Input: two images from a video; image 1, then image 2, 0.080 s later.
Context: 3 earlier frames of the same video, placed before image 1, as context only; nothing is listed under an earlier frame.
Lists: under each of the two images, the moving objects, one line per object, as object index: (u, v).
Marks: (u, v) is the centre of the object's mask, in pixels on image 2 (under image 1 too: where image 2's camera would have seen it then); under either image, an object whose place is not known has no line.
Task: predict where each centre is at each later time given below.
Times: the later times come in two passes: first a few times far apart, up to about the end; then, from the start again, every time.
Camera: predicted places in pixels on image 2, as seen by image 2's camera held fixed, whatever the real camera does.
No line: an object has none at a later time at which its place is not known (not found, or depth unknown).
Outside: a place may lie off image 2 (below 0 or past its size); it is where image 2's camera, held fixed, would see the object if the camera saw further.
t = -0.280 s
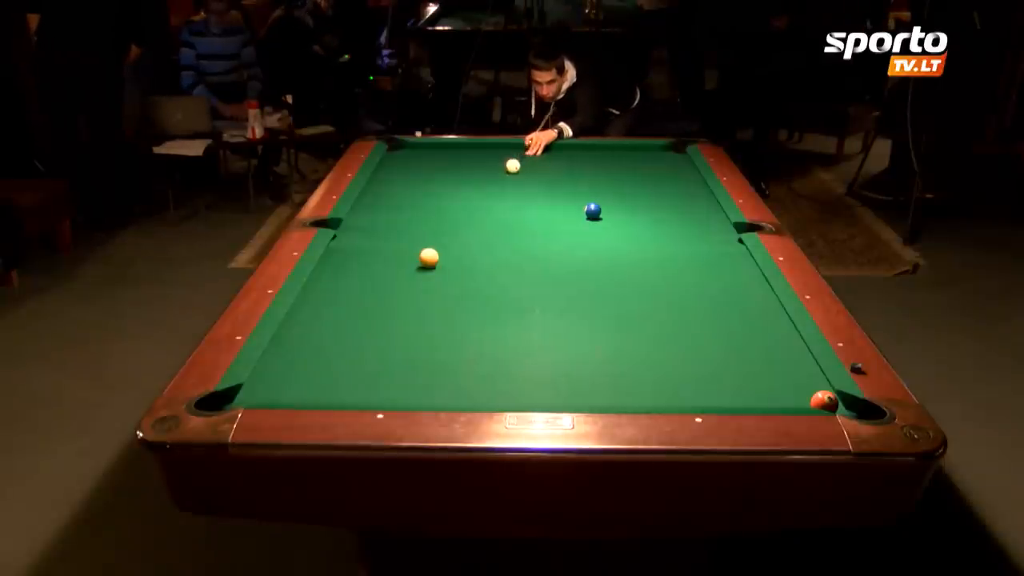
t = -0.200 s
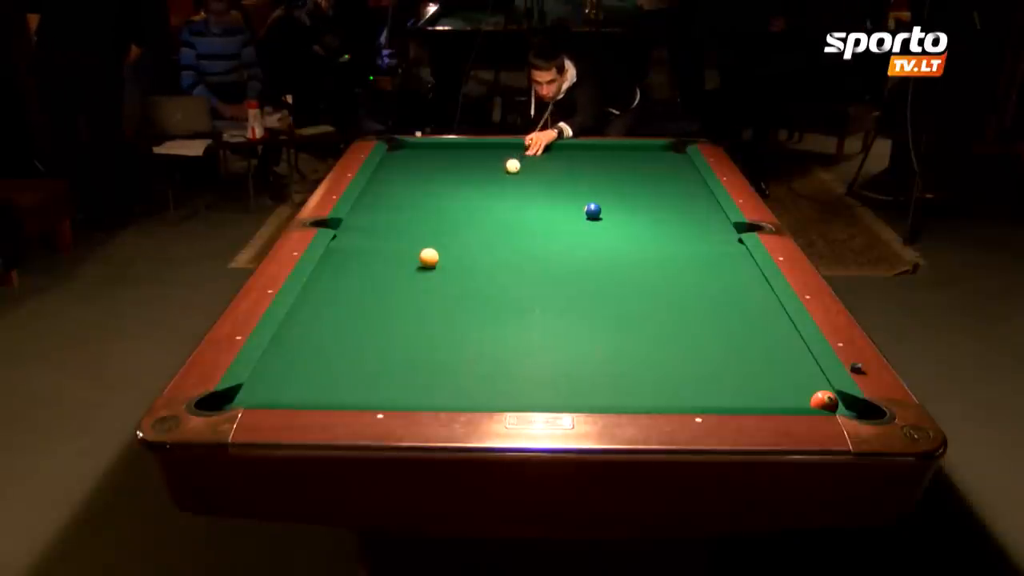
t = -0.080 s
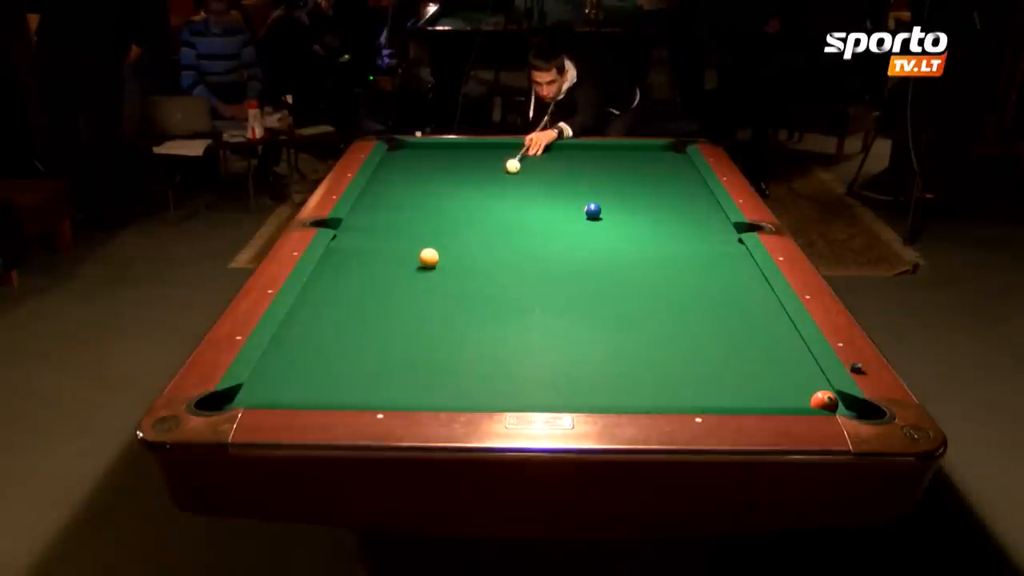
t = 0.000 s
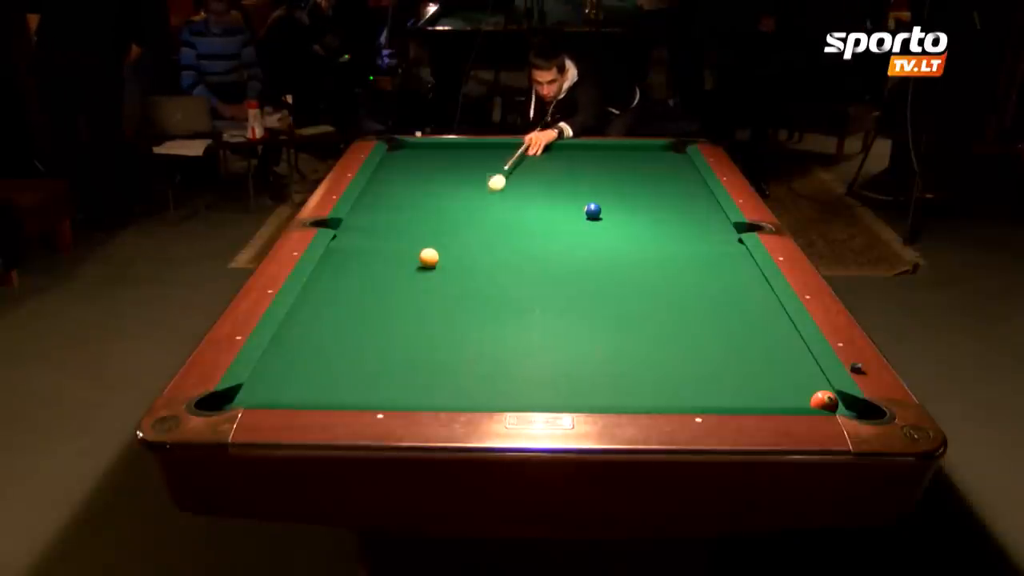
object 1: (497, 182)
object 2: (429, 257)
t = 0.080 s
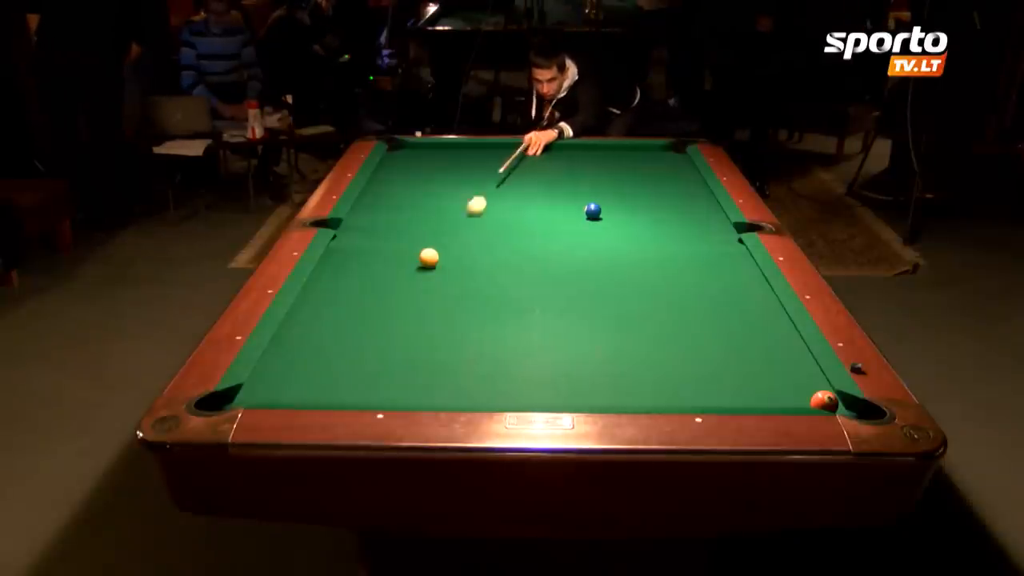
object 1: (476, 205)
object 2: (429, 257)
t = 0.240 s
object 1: (437, 251)
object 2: (418, 266)
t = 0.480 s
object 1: (447, 261)
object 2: (292, 380)
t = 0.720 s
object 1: (442, 285)
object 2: (294, 383)
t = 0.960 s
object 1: (431, 318)
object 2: (330, 355)
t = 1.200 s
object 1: (419, 356)
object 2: (359, 330)
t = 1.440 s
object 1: (406, 395)
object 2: (386, 309)
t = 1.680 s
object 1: (411, 374)
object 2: (409, 291)
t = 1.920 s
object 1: (418, 350)
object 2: (429, 274)
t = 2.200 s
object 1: (424, 327)
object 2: (450, 258)
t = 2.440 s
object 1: (429, 310)
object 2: (466, 245)
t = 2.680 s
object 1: (433, 295)
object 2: (481, 234)
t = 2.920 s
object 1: (437, 281)
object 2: (493, 223)
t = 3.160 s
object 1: (440, 269)
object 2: (505, 215)
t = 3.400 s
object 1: (443, 258)
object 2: (515, 207)
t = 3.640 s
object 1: (446, 249)
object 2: (525, 199)
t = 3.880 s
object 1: (448, 240)
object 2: (533, 193)
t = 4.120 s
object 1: (450, 233)
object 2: (541, 186)
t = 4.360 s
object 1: (452, 225)
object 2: (548, 181)
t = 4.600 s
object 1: (454, 219)
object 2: (555, 176)
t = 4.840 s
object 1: (455, 213)
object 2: (561, 172)
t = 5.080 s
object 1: (457, 208)
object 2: (567, 168)
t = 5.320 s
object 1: (458, 204)
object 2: (572, 164)
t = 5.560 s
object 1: (459, 200)
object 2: (576, 160)
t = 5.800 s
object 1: (460, 196)
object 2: (580, 158)
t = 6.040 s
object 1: (460, 193)
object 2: (583, 155)
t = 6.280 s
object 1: (461, 190)
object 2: (585, 153)
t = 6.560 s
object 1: (462, 188)
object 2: (588, 151)
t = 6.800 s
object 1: (462, 186)
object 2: (590, 149)
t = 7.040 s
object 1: (462, 185)
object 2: (591, 148)
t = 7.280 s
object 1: (461, 184)
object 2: (593, 147)
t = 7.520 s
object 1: (462, 183)
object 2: (594, 146)
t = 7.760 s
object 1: (462, 183)
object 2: (595, 146)
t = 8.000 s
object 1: (462, 183)
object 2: (596, 146)
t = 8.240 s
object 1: (462, 183)
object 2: (596, 147)
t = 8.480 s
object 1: (462, 183)
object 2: (596, 147)
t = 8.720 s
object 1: (462, 183)
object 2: (596, 147)
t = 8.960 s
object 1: (462, 183)
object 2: (596, 147)
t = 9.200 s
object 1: (462, 183)
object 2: (596, 147)
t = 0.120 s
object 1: (465, 218)
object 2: (429, 257)
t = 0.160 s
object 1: (453, 231)
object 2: (429, 257)
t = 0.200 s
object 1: (440, 247)
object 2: (429, 257)
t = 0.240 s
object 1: (437, 251)
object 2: (418, 266)
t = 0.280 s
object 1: (439, 252)
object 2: (400, 282)
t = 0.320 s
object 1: (442, 253)
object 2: (380, 300)
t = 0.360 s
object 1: (444, 255)
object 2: (360, 318)
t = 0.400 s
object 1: (445, 256)
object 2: (339, 337)
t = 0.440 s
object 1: (447, 259)
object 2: (316, 359)
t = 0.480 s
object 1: (447, 261)
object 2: (292, 380)
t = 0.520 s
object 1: (447, 264)
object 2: (265, 394)
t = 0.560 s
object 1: (447, 267)
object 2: (245, 392)
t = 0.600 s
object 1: (446, 271)
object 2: (268, 394)
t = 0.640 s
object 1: (445, 276)
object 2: (280, 391)
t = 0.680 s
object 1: (443, 280)
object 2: (288, 387)
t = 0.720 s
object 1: (442, 285)
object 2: (294, 383)
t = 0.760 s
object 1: (440, 291)
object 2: (300, 378)
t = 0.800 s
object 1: (438, 296)
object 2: (306, 374)
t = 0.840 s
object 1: (437, 300)
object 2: (312, 369)
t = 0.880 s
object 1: (435, 307)
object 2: (318, 364)
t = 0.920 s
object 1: (433, 312)
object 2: (324, 359)
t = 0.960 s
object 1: (431, 318)
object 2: (330, 355)
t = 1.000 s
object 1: (429, 324)
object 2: (335, 351)
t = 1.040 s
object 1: (427, 330)
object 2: (340, 346)
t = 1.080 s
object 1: (425, 336)
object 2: (345, 342)
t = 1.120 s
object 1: (423, 343)
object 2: (350, 338)
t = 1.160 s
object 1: (421, 349)
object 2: (355, 334)
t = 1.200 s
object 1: (419, 356)
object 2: (359, 330)
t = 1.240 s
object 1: (417, 362)
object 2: (364, 327)
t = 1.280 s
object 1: (414, 369)
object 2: (369, 323)
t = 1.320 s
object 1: (412, 377)
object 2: (373, 320)
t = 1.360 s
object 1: (410, 384)
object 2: (378, 316)
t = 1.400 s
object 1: (408, 390)
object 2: (382, 313)
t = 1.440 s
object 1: (406, 395)
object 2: (386, 309)
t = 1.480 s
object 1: (406, 393)
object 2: (390, 306)
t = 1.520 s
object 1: (407, 391)
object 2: (394, 303)
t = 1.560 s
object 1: (408, 386)
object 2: (398, 300)
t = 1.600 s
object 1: (409, 382)
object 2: (402, 297)
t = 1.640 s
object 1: (410, 378)
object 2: (405, 294)
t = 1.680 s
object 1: (411, 374)
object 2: (409, 291)
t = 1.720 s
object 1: (412, 369)
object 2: (412, 288)
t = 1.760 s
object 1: (414, 366)
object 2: (416, 285)
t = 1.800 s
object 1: (415, 362)
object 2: (419, 283)
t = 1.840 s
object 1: (416, 358)
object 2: (423, 279)
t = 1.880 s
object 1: (417, 354)
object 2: (426, 277)
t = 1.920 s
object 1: (418, 350)
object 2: (429, 274)
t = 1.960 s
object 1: (419, 347)
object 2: (432, 272)
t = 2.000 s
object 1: (420, 344)
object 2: (435, 270)
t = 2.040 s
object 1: (421, 340)
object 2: (438, 267)
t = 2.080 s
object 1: (422, 336)
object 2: (442, 265)
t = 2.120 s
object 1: (422, 333)
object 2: (445, 262)
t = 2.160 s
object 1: (423, 330)
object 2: (447, 260)
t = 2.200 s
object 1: (424, 327)
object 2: (450, 258)
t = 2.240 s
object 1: (425, 324)
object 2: (453, 256)
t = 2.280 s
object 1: (426, 321)
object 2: (456, 254)
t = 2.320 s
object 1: (427, 318)
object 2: (459, 251)
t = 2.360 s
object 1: (427, 315)
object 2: (461, 249)
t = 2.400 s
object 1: (428, 312)
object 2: (464, 247)
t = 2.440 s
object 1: (429, 310)
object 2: (466, 245)
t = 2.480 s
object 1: (430, 307)
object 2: (469, 243)
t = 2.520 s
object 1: (430, 305)
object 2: (471, 241)
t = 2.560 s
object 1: (431, 302)
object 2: (473, 240)
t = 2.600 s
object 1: (432, 299)
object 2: (476, 238)
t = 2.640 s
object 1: (433, 297)
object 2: (478, 236)
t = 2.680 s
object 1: (433, 295)
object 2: (481, 234)
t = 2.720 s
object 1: (434, 292)
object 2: (483, 232)
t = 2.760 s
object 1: (435, 290)
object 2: (485, 231)
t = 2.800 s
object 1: (435, 288)
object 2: (487, 229)
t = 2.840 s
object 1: (436, 285)
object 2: (489, 227)
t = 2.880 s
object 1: (436, 283)
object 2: (491, 225)
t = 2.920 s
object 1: (437, 281)
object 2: (493, 223)
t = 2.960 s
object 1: (438, 279)
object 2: (495, 222)
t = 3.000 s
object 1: (438, 277)
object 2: (497, 221)
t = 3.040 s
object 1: (439, 275)
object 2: (499, 219)
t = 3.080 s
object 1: (439, 273)
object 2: (501, 217)
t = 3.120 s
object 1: (440, 271)
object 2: (503, 216)
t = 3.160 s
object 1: (440, 269)
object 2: (505, 215)
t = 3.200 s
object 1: (441, 267)
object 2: (507, 213)
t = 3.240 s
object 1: (441, 265)
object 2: (508, 212)
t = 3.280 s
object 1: (441, 264)
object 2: (510, 211)
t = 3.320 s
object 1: (442, 262)
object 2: (512, 209)
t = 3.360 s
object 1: (442, 260)
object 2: (514, 208)
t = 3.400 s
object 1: (443, 258)
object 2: (515, 207)
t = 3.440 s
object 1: (443, 257)
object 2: (517, 206)
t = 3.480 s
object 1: (444, 255)
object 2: (518, 204)
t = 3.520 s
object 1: (444, 254)
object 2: (520, 203)
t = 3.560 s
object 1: (444, 252)
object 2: (522, 201)
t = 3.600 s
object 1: (445, 250)
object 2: (523, 201)
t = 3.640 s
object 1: (446, 249)
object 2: (525, 199)
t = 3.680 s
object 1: (446, 248)
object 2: (526, 198)
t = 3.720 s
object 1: (446, 246)
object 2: (528, 196)
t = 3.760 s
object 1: (446, 245)
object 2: (529, 196)
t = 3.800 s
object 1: (447, 243)
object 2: (531, 195)
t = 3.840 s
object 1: (447, 242)
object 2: (532, 194)
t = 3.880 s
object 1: (448, 240)
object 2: (533, 193)
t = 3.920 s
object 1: (448, 239)
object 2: (535, 192)
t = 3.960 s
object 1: (448, 238)
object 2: (536, 190)
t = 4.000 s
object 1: (449, 236)
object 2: (537, 189)
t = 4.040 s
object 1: (449, 235)
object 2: (539, 189)
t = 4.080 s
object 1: (450, 234)
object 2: (540, 187)
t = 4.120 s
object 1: (450, 233)
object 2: (541, 186)
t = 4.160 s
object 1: (451, 231)
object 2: (542, 185)
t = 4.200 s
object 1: (451, 230)
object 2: (544, 185)
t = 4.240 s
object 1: (451, 229)
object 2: (545, 184)
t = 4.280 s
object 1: (452, 227)
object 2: (546, 183)
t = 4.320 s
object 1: (452, 226)
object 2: (547, 182)
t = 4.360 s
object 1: (452, 225)
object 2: (548, 181)
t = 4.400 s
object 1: (452, 224)
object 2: (549, 180)
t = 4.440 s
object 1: (453, 223)
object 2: (551, 179)
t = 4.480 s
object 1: (453, 222)
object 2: (552, 178)
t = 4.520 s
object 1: (453, 221)
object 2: (553, 178)
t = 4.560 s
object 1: (453, 220)
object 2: (554, 177)
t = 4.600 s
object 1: (454, 219)
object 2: (555, 176)
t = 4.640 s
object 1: (454, 218)
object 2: (556, 175)
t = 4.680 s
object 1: (454, 217)
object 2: (557, 174)
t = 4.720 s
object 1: (454, 216)
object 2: (558, 174)
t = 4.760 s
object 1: (455, 215)
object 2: (559, 173)
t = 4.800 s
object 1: (455, 214)
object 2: (560, 172)
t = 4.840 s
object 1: (455, 213)
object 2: (561, 172)
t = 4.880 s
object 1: (455, 213)
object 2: (562, 171)
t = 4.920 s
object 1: (456, 211)
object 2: (563, 170)
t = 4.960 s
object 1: (456, 211)
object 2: (564, 170)
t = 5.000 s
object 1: (457, 209)
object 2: (565, 169)
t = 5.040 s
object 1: (456, 209)
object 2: (566, 168)
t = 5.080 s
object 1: (457, 208)
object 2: (567, 168)
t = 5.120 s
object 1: (457, 207)
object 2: (568, 167)
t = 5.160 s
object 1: (457, 207)
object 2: (568, 166)
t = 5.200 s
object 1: (458, 206)
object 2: (569, 166)
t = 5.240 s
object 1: (458, 205)
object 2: (570, 165)
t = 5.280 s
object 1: (458, 204)
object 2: (571, 165)
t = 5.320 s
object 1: (458, 204)
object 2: (572, 164)
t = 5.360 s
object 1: (459, 203)
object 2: (573, 163)
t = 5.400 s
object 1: (459, 202)
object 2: (573, 163)
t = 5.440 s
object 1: (459, 202)
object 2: (574, 163)
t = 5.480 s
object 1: (459, 201)
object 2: (575, 162)
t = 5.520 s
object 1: (459, 200)
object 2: (575, 161)
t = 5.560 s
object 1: (459, 200)
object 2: (576, 160)
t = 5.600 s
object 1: (459, 199)
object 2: (577, 160)
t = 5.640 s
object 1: (459, 198)
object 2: (578, 160)
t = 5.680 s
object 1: (459, 198)
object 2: (578, 159)
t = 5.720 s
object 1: (459, 197)
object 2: (579, 159)
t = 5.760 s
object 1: (459, 197)
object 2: (579, 158)
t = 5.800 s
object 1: (460, 196)
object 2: (580, 158)
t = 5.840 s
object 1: (460, 196)
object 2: (580, 157)
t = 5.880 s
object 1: (460, 195)
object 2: (581, 157)
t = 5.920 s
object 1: (460, 195)
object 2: (581, 156)
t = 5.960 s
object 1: (460, 194)
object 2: (582, 156)
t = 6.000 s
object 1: (460, 194)
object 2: (582, 155)
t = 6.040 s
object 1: (460, 193)
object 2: (583, 155)
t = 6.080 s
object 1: (461, 193)
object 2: (583, 155)
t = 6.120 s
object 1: (461, 192)
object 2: (584, 154)
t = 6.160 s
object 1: (461, 192)
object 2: (584, 154)
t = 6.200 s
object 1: (461, 191)
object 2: (584, 154)
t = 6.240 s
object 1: (461, 191)
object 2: (585, 153)
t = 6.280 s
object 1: (461, 190)
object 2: (585, 153)
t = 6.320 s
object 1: (461, 190)
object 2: (586, 153)
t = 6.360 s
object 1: (461, 190)
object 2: (586, 152)
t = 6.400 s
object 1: (462, 189)
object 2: (587, 152)
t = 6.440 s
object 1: (462, 189)
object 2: (587, 152)
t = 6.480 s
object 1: (462, 189)
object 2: (587, 151)
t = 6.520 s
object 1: (462, 188)
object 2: (588, 151)
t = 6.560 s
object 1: (462, 188)
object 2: (588, 151)
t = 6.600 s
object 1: (462, 188)
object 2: (588, 150)
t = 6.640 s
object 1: (462, 188)
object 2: (589, 150)
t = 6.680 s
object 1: (462, 187)
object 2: (589, 150)
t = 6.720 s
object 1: (462, 187)
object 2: (589, 150)
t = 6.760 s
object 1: (462, 187)
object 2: (590, 149)
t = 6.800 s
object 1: (462, 186)
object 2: (590, 149)
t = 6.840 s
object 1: (462, 186)
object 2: (590, 149)
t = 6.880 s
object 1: (462, 186)
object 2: (590, 149)
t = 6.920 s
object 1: (462, 186)
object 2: (591, 148)
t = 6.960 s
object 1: (462, 185)
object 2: (591, 148)
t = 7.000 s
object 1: (462, 185)
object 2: (591, 148)
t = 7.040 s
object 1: (462, 185)
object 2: (591, 148)
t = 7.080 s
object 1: (462, 185)
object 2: (592, 147)
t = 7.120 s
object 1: (462, 185)
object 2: (592, 147)
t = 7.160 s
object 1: (462, 185)
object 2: (592, 147)
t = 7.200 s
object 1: (461, 184)
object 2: (593, 147)
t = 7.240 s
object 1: (461, 184)
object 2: (593, 147)
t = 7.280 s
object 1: (461, 184)
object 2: (593, 147)
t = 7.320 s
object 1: (461, 184)
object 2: (593, 146)
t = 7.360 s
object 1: (462, 184)
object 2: (594, 146)
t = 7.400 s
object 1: (462, 184)
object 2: (594, 146)
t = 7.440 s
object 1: (462, 184)
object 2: (594, 146)
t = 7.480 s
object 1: (462, 184)
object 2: (594, 146)
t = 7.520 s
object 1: (462, 183)
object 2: (594, 146)
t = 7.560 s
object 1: (462, 183)
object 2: (595, 146)
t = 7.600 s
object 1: (462, 183)
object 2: (595, 146)
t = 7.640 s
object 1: (462, 183)
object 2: (595, 146)
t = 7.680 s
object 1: (462, 183)
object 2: (595, 146)
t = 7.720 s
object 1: (462, 183)
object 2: (595, 146)
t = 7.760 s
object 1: (462, 183)
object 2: (595, 146)
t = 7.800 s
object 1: (462, 183)
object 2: (596, 146)
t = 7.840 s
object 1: (462, 183)
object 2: (596, 146)
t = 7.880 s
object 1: (462, 183)
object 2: (596, 146)
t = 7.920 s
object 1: (462, 183)
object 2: (596, 146)
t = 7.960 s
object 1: (462, 183)
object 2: (596, 146)
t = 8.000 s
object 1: (462, 183)
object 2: (596, 146)
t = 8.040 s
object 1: (462, 183)
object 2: (596, 147)
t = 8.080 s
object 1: (462, 183)
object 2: (596, 147)
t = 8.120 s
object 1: (462, 183)
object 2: (596, 147)
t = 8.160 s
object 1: (462, 183)
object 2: (596, 147)
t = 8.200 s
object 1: (462, 183)
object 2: (596, 147)
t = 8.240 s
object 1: (462, 183)
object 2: (596, 147)
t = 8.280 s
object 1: (462, 183)
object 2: (596, 147)
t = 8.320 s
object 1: (462, 183)
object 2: (596, 147)
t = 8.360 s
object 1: (462, 183)
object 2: (596, 147)
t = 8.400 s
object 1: (462, 183)
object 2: (596, 147)
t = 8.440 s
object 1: (462, 183)
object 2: (596, 147)
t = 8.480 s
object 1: (462, 183)
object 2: (596, 147)
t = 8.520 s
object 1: (462, 183)
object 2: (596, 147)
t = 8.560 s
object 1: (462, 183)
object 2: (596, 147)
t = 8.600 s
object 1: (462, 183)
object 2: (596, 147)
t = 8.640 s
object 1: (462, 183)
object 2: (596, 147)
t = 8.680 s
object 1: (462, 183)
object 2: (596, 147)
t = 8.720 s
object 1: (462, 183)
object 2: (596, 147)
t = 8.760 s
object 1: (462, 183)
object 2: (596, 147)
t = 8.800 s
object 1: (462, 183)
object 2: (596, 147)
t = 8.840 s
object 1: (462, 183)
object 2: (596, 147)
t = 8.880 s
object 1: (462, 183)
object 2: (596, 147)
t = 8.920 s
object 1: (462, 183)
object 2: (596, 147)
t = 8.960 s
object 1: (462, 183)
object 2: (596, 147)
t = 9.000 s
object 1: (462, 183)
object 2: (596, 147)
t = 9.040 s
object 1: (462, 183)
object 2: (596, 147)
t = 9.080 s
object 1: (462, 183)
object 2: (596, 147)
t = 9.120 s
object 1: (462, 183)
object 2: (596, 147)
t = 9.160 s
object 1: (462, 183)
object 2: (596, 147)
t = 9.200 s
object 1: (462, 183)
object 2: (596, 147)
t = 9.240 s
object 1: (462, 183)
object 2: (596, 147)
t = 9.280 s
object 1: (462, 183)
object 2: (596, 147)
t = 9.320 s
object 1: (462, 183)
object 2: (596, 147)
